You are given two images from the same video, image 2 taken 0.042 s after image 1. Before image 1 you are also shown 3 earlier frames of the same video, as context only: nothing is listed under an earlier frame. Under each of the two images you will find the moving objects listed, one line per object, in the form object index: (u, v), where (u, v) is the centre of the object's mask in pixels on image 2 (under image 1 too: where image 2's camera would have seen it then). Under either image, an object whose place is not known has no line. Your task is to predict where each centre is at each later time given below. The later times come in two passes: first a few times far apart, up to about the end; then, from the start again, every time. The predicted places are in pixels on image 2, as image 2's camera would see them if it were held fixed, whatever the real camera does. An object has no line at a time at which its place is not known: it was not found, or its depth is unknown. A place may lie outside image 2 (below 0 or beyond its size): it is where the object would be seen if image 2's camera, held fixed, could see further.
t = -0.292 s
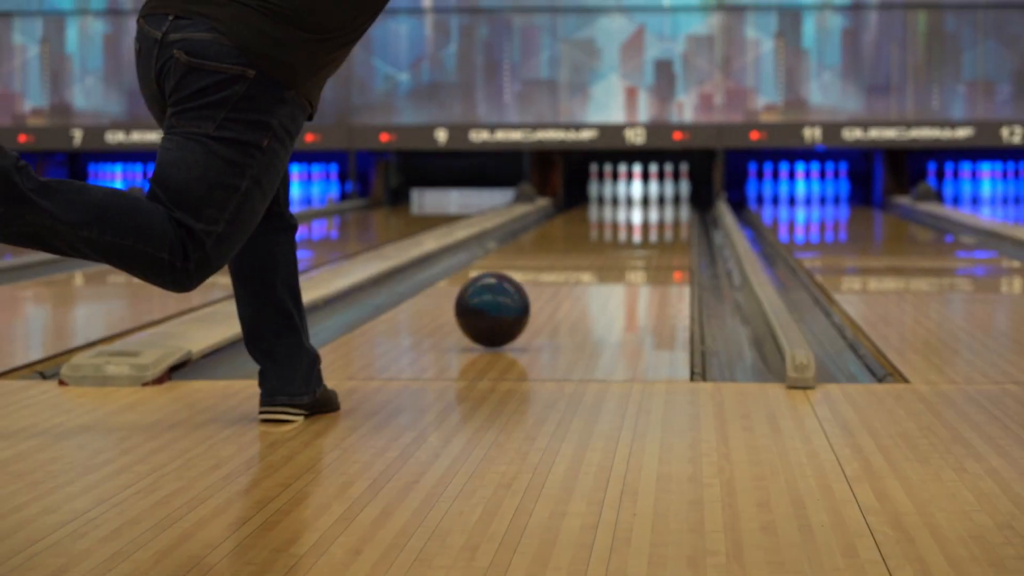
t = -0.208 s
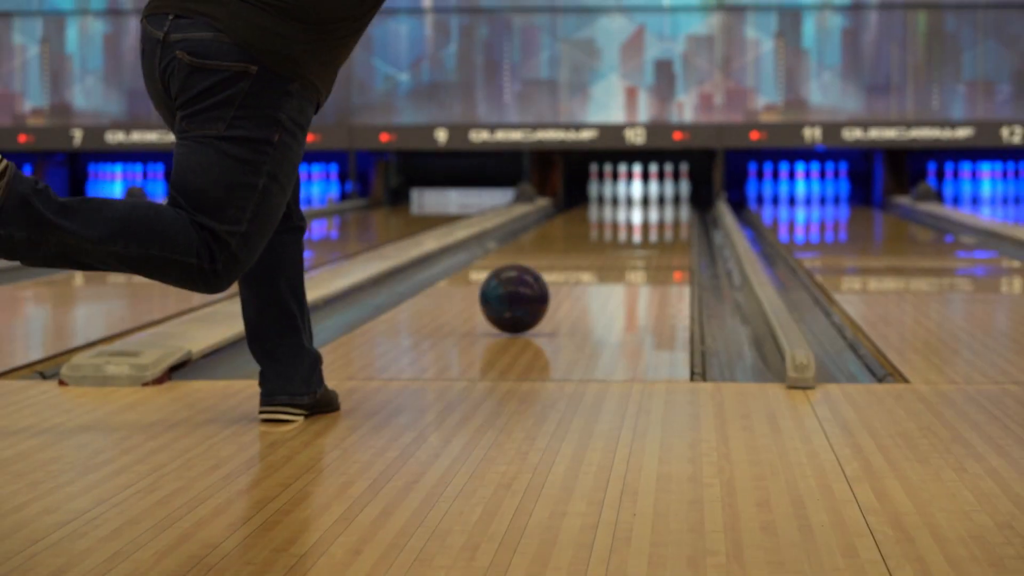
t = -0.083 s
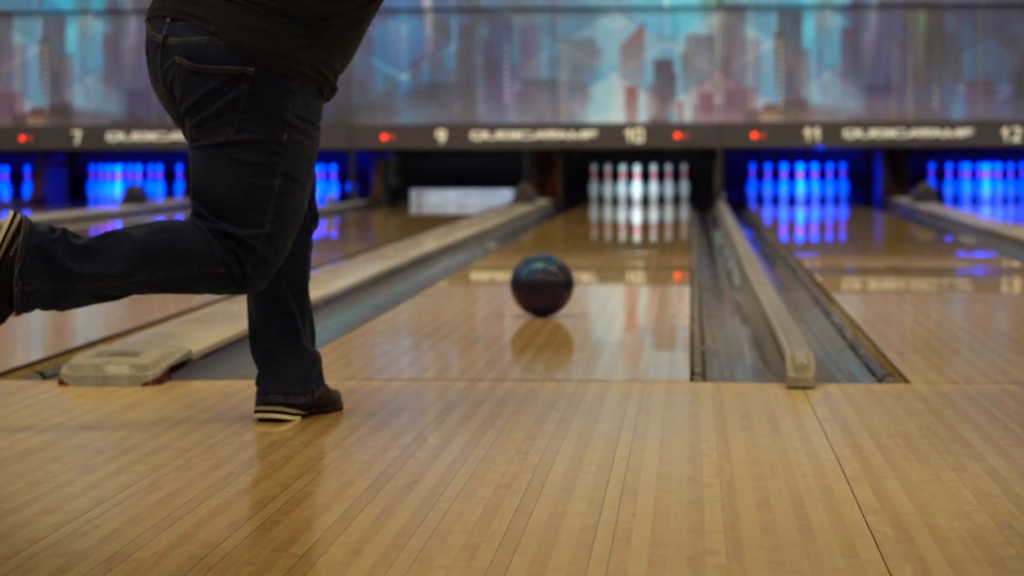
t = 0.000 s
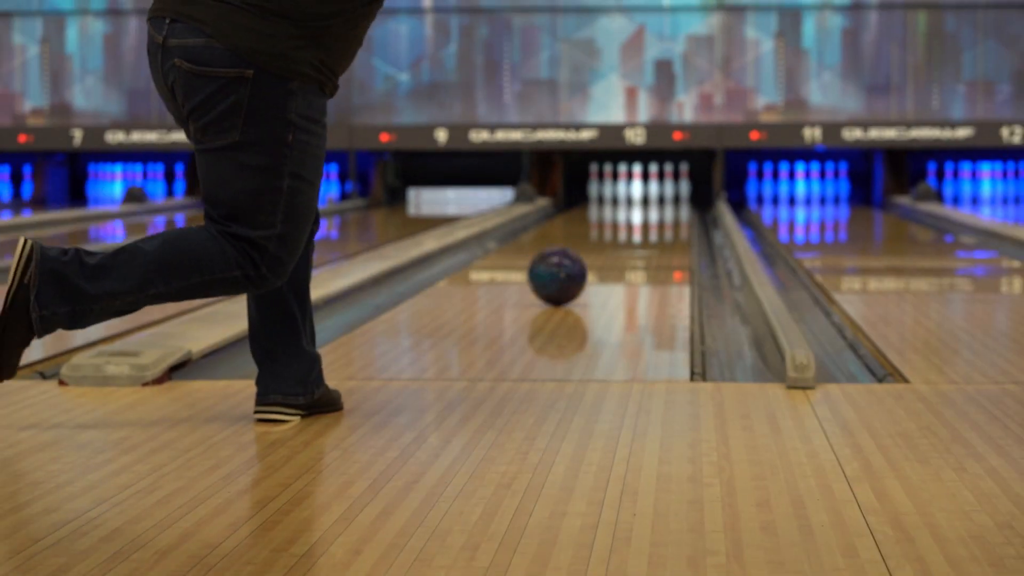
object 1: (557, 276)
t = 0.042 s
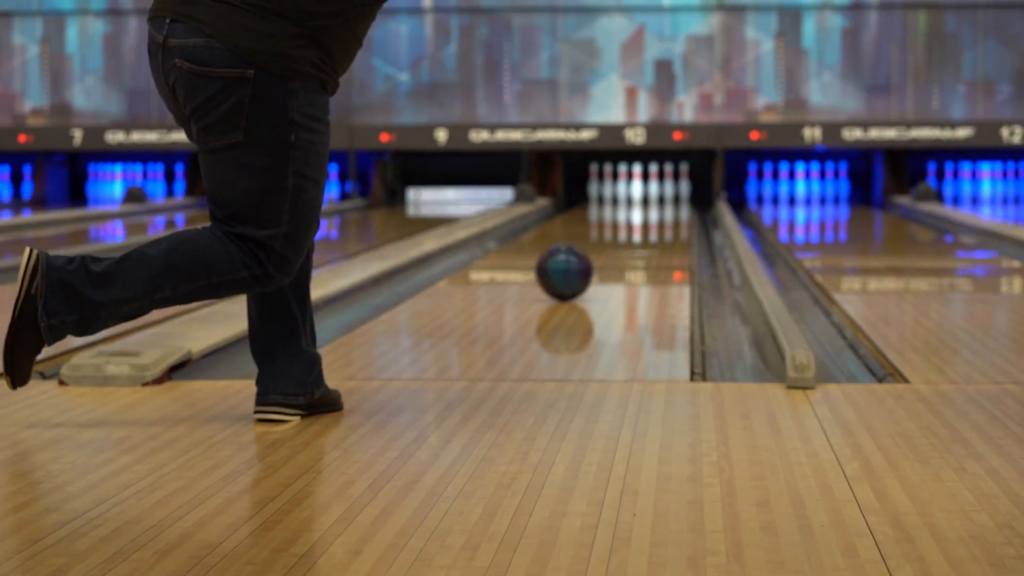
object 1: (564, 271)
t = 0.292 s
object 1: (598, 252)
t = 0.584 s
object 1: (625, 235)
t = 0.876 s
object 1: (644, 223)
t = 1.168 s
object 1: (657, 214)
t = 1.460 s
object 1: (664, 207)
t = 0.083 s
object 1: (571, 268)
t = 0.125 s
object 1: (576, 264)
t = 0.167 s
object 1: (582, 260)
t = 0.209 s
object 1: (588, 257)
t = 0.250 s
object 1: (593, 254)
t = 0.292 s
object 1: (598, 252)
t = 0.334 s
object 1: (602, 249)
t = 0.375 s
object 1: (607, 246)
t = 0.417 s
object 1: (610, 244)
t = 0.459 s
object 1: (614, 241)
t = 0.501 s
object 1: (618, 239)
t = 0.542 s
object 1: (621, 237)
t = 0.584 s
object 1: (625, 235)
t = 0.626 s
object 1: (628, 232)
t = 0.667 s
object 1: (630, 231)
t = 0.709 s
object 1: (632, 229)
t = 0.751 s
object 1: (636, 228)
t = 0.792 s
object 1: (639, 226)
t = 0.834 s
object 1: (642, 224)
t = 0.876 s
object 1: (644, 223)
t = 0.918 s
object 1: (645, 221)
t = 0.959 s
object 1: (647, 220)
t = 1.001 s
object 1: (649, 219)
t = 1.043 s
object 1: (652, 218)
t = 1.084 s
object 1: (653, 217)
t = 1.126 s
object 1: (655, 216)
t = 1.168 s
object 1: (657, 214)
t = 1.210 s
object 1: (658, 213)
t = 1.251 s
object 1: (660, 212)
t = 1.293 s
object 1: (661, 211)
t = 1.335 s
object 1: (661, 210)
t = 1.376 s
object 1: (661, 209)
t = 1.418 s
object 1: (663, 208)
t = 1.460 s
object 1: (664, 207)
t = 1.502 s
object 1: (664, 206)
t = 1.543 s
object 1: (665, 206)
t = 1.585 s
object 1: (666, 205)
